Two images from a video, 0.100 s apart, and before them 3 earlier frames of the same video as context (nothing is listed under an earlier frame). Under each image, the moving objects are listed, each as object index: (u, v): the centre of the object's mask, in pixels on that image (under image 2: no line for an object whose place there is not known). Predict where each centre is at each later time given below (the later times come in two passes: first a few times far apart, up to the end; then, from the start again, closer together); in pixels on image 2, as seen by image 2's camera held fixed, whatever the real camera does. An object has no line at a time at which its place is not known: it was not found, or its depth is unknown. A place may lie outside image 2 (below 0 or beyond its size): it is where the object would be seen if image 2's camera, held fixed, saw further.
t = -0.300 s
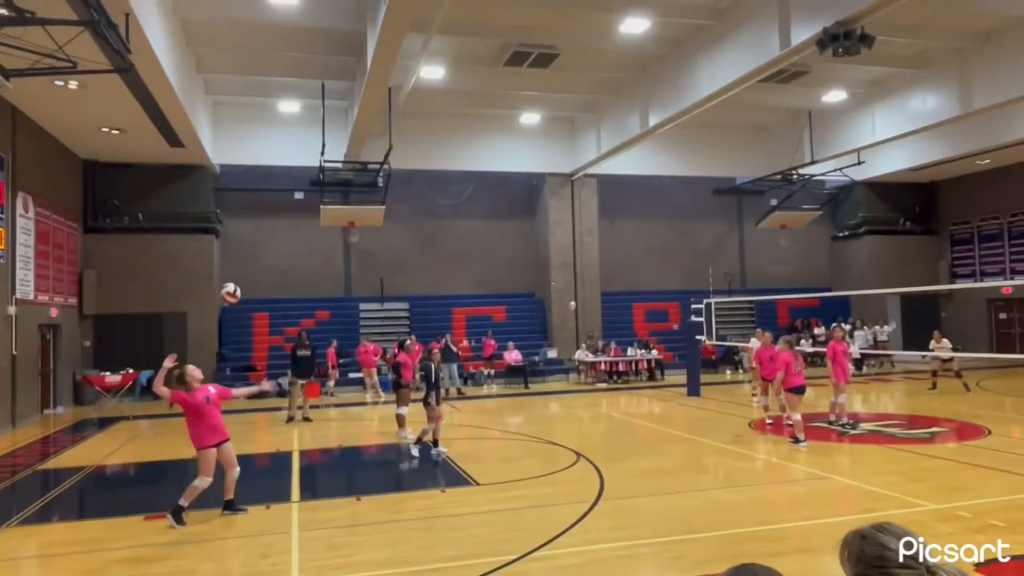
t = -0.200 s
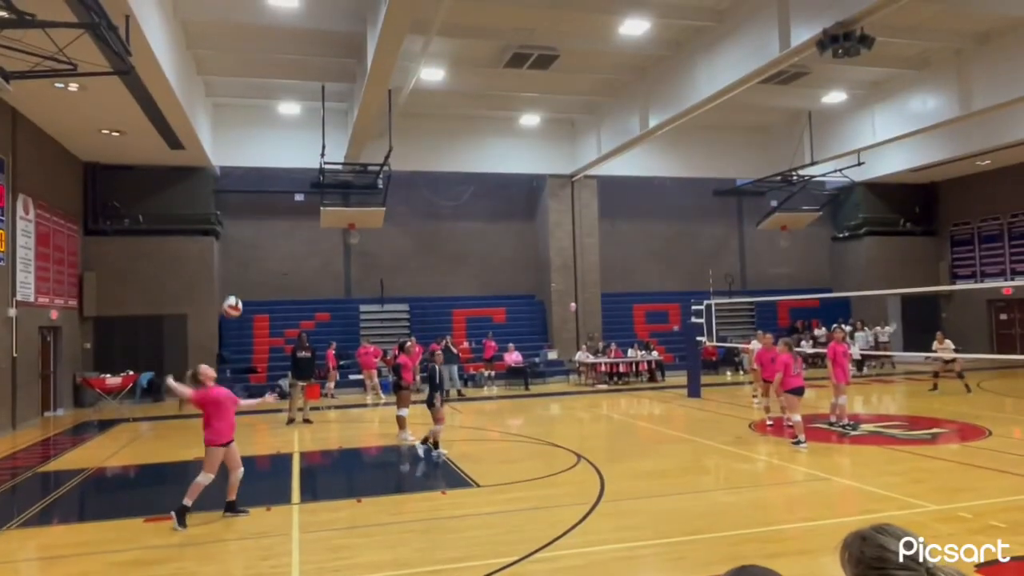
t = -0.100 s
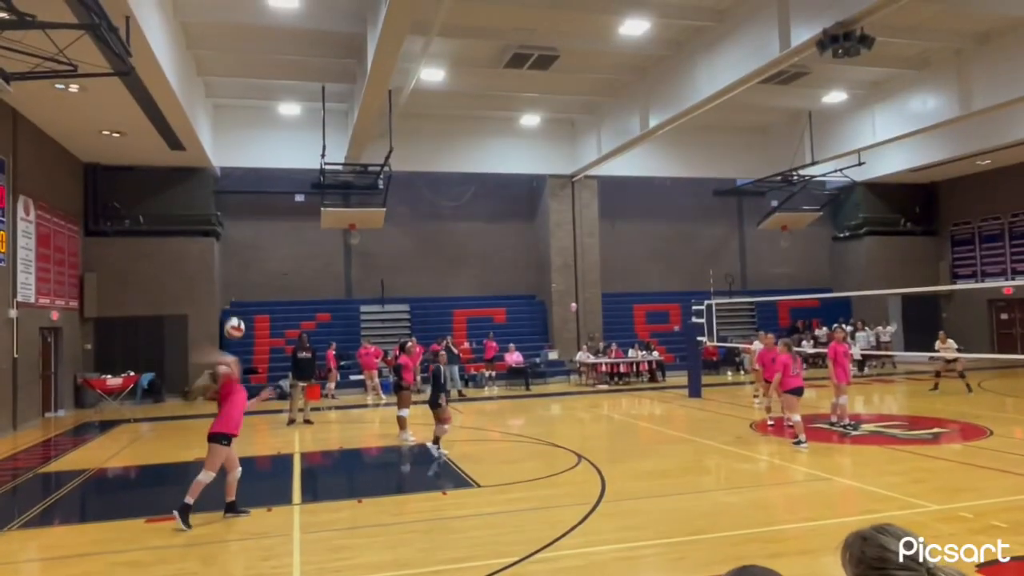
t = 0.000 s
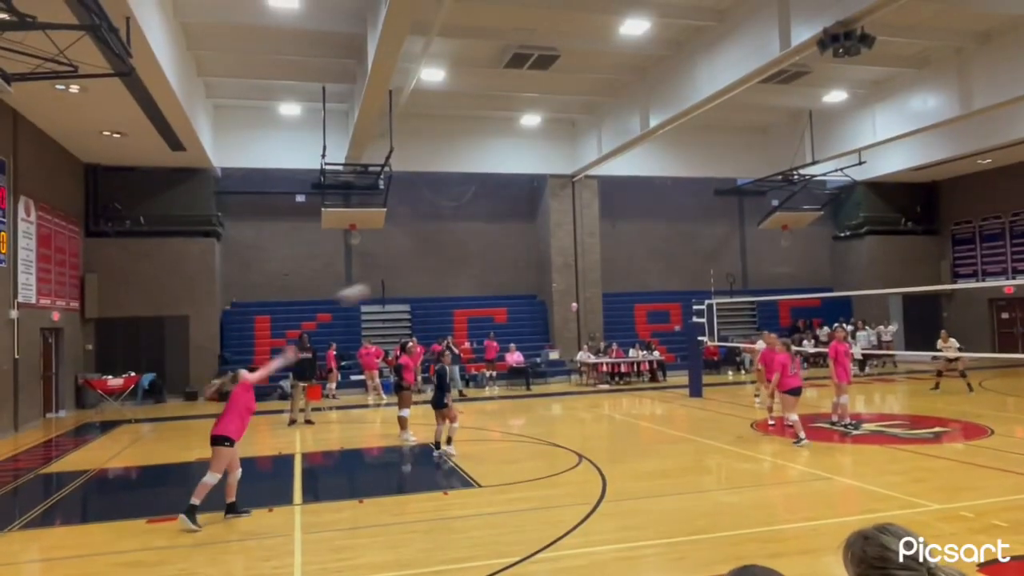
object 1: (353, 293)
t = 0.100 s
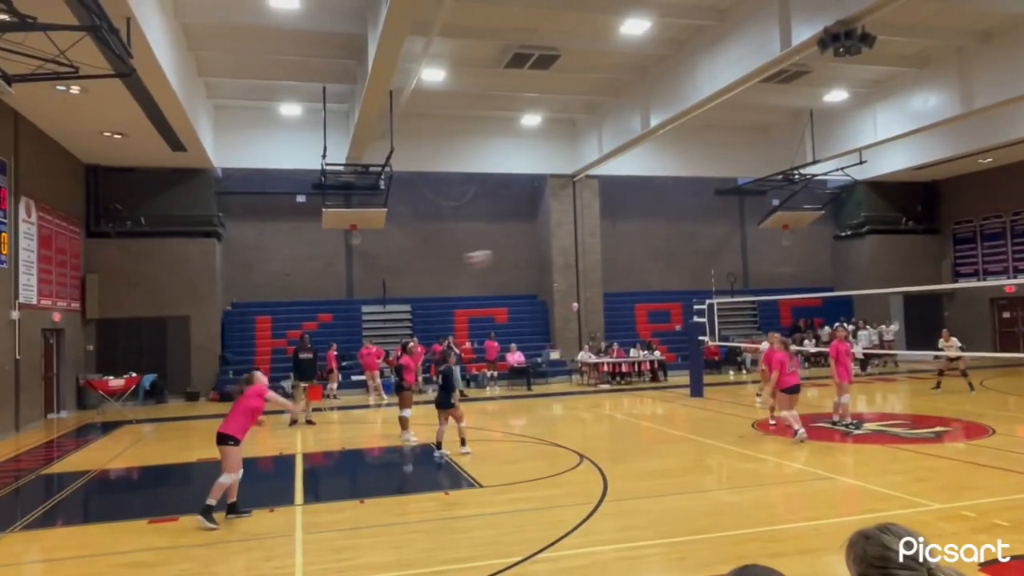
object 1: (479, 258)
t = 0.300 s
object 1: (668, 230)
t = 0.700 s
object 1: (911, 270)
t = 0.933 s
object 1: (1005, 326)
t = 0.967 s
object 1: (1013, 335)
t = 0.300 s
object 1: (668, 230)
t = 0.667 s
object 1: (896, 263)
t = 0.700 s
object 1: (911, 270)
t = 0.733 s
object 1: (926, 277)
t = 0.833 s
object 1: (968, 300)
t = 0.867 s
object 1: (980, 309)
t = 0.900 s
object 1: (992, 317)
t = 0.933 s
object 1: (1005, 326)
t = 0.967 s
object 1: (1013, 335)
